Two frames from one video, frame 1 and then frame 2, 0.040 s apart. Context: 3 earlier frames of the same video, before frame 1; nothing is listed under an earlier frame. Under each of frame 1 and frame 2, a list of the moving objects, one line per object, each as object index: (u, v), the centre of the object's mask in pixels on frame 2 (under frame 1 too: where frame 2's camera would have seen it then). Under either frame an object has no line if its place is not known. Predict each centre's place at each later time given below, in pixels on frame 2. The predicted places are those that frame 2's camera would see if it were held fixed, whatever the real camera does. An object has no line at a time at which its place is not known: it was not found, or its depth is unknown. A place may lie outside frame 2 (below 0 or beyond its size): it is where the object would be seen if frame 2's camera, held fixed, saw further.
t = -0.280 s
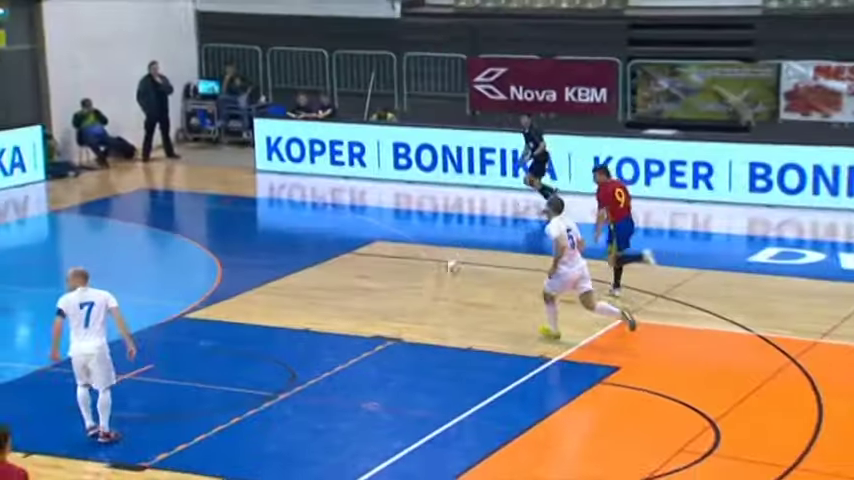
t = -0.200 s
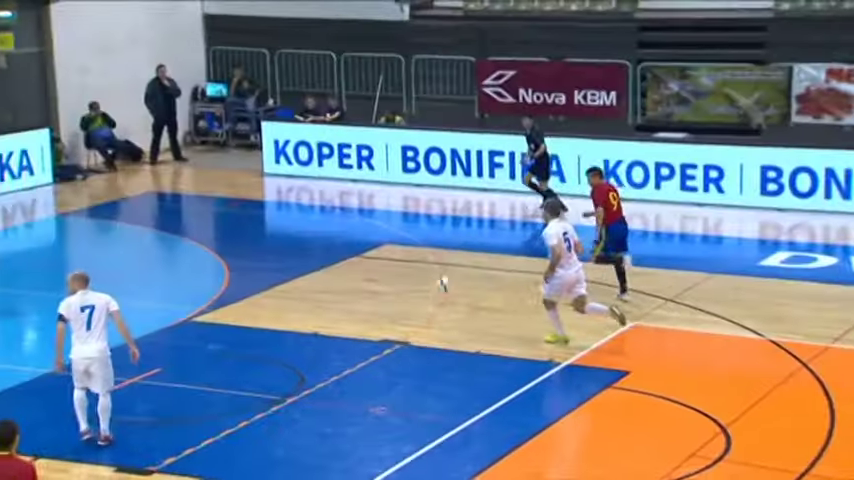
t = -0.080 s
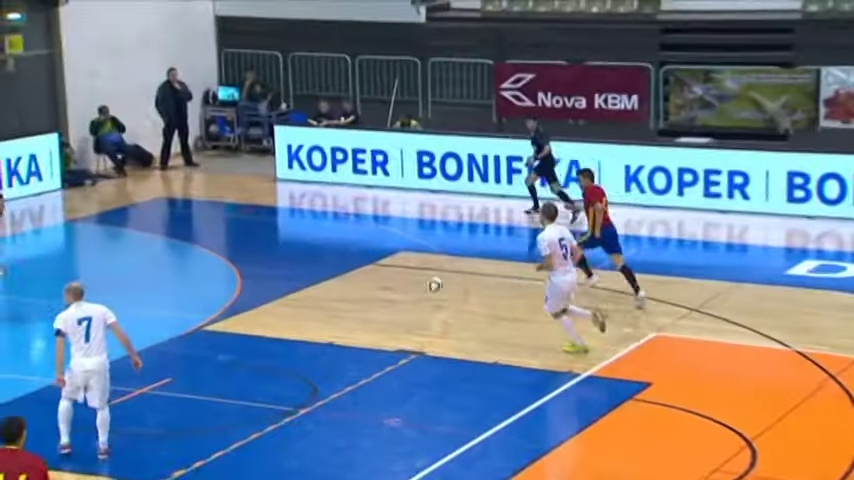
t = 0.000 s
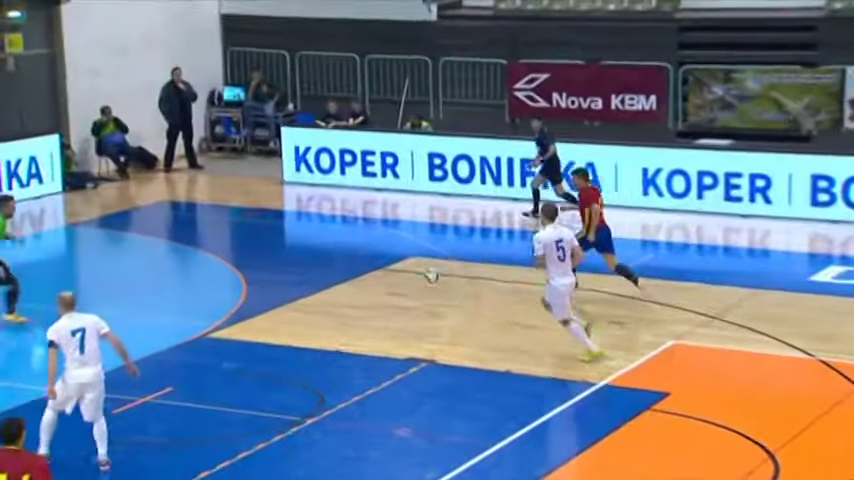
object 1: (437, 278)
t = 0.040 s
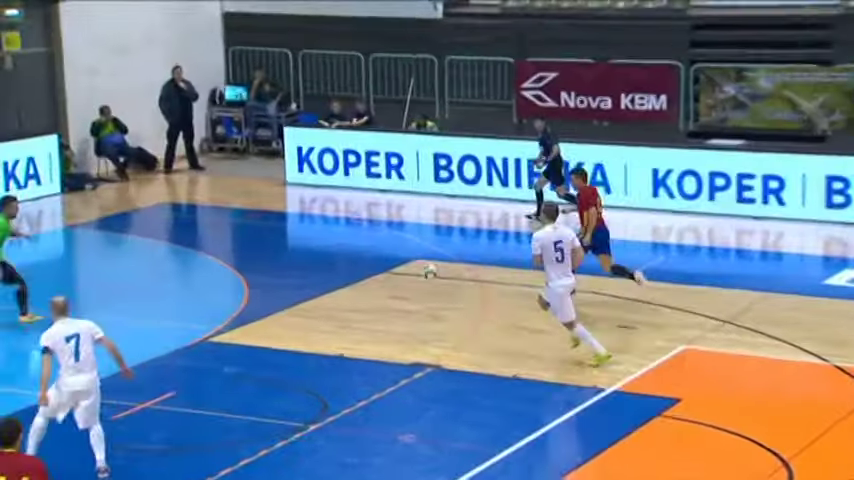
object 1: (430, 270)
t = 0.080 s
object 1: (422, 264)
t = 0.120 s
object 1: (417, 260)
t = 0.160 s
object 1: (410, 254)
